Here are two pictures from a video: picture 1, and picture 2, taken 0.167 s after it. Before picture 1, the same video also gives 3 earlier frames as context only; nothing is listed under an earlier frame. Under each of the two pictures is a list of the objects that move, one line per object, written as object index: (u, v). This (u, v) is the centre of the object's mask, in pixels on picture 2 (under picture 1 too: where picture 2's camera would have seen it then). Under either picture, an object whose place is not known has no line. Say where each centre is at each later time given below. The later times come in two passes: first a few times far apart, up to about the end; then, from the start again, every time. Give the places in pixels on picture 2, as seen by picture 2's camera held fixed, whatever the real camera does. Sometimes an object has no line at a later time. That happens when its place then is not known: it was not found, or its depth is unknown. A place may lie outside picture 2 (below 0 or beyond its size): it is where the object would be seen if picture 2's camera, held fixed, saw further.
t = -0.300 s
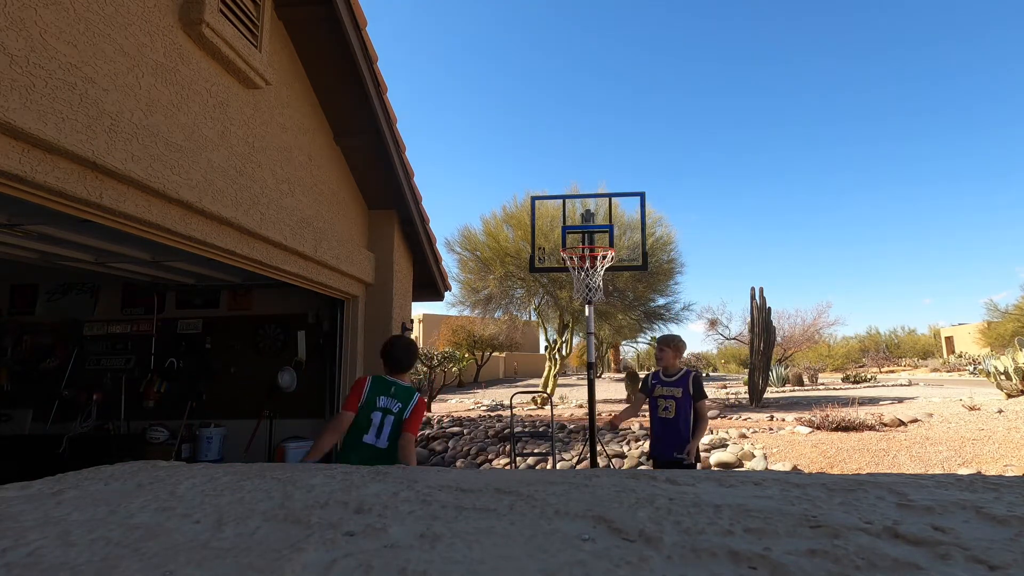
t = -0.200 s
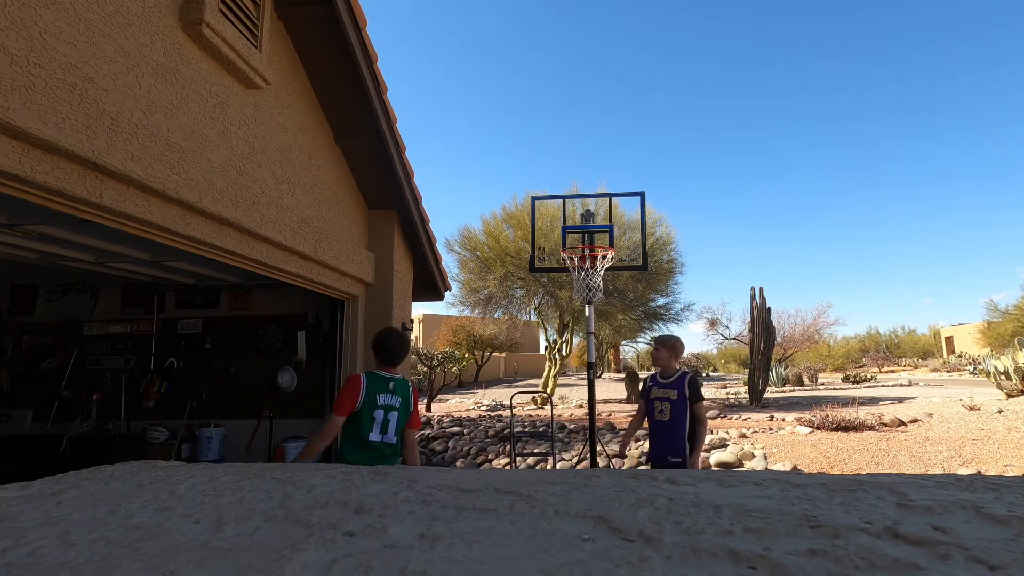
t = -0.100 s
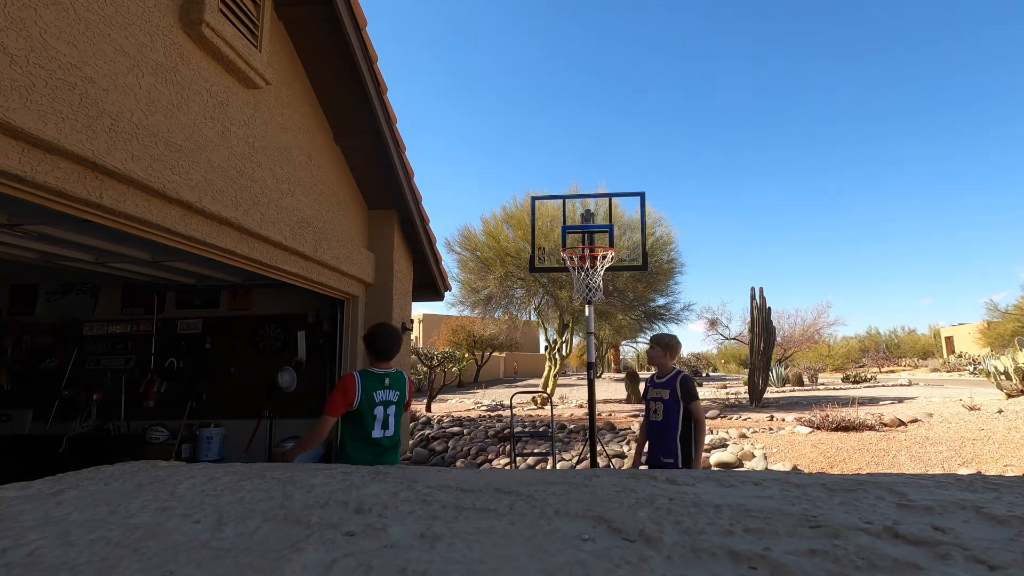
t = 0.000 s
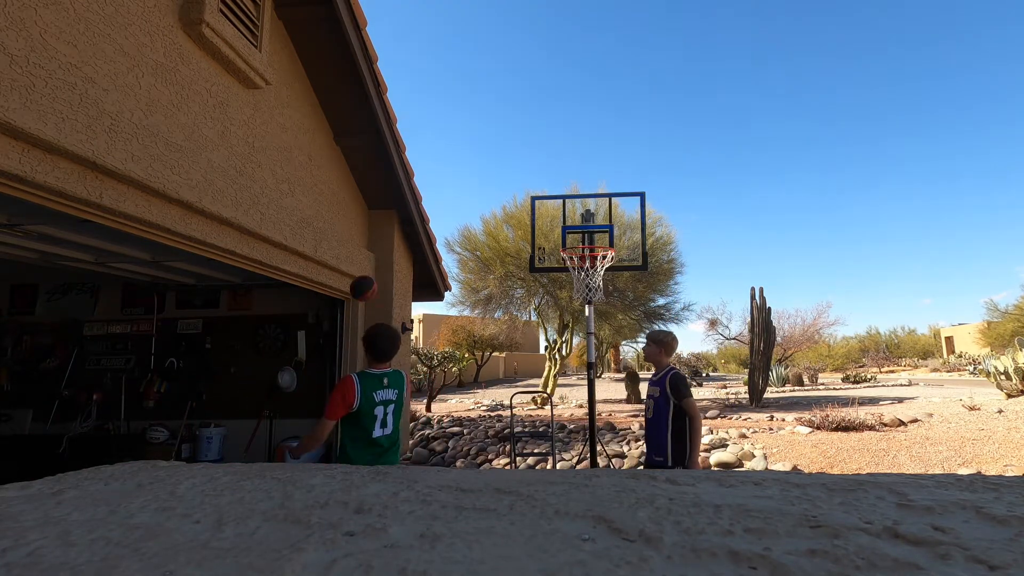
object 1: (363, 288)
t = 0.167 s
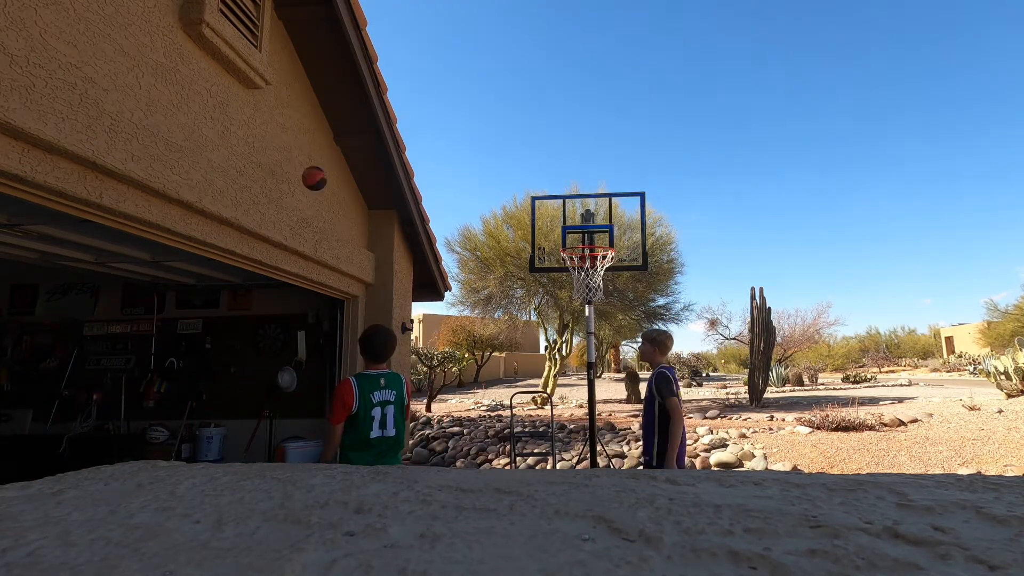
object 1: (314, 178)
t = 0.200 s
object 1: (304, 163)
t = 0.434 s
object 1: (340, 112)
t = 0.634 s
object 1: (389, 127)
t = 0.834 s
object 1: (444, 188)
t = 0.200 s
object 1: (304, 163)
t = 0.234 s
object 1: (296, 149)
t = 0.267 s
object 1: (288, 136)
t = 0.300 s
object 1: (296, 129)
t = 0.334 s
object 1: (305, 123)
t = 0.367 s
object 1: (315, 119)
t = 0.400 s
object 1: (325, 115)
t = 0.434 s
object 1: (340, 112)
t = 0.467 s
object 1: (344, 112)
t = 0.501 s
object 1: (354, 113)
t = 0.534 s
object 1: (365, 112)
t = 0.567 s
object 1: (372, 116)
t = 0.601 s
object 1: (383, 121)
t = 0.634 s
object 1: (389, 127)
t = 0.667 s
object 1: (400, 133)
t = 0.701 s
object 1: (408, 141)
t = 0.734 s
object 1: (417, 151)
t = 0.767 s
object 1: (426, 162)
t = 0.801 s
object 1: (435, 174)
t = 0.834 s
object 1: (444, 188)
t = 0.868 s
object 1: (454, 204)
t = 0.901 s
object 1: (463, 221)
